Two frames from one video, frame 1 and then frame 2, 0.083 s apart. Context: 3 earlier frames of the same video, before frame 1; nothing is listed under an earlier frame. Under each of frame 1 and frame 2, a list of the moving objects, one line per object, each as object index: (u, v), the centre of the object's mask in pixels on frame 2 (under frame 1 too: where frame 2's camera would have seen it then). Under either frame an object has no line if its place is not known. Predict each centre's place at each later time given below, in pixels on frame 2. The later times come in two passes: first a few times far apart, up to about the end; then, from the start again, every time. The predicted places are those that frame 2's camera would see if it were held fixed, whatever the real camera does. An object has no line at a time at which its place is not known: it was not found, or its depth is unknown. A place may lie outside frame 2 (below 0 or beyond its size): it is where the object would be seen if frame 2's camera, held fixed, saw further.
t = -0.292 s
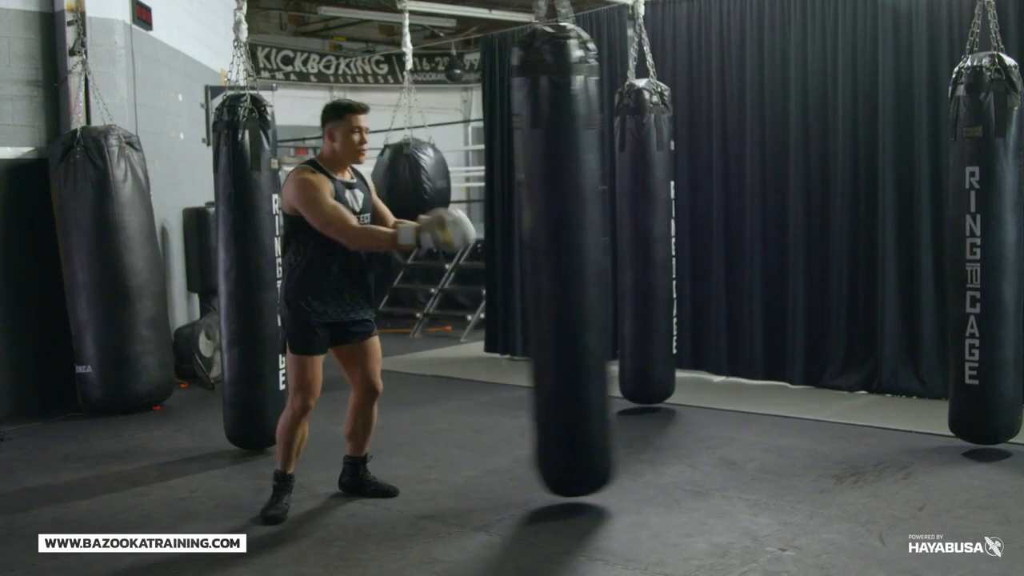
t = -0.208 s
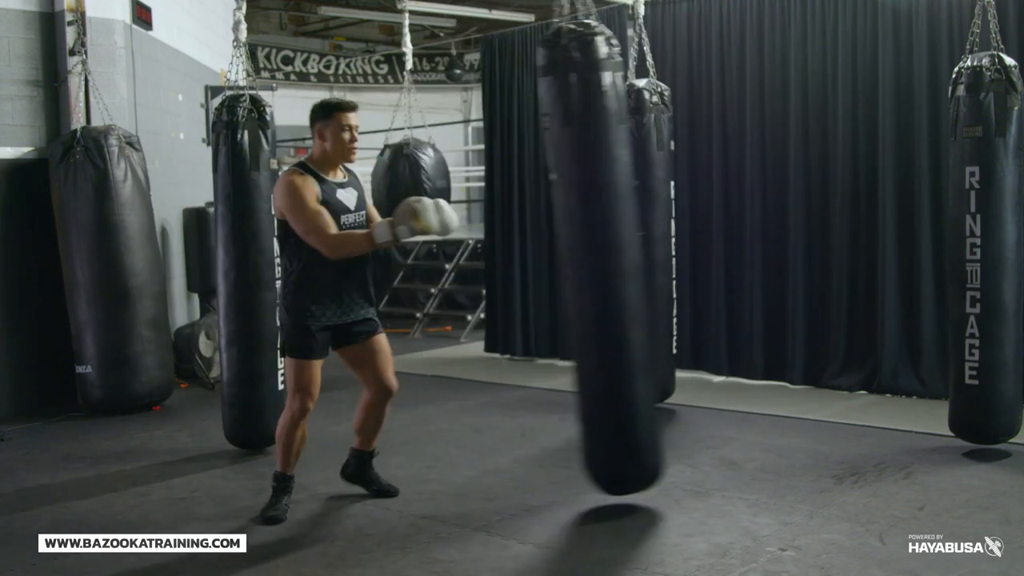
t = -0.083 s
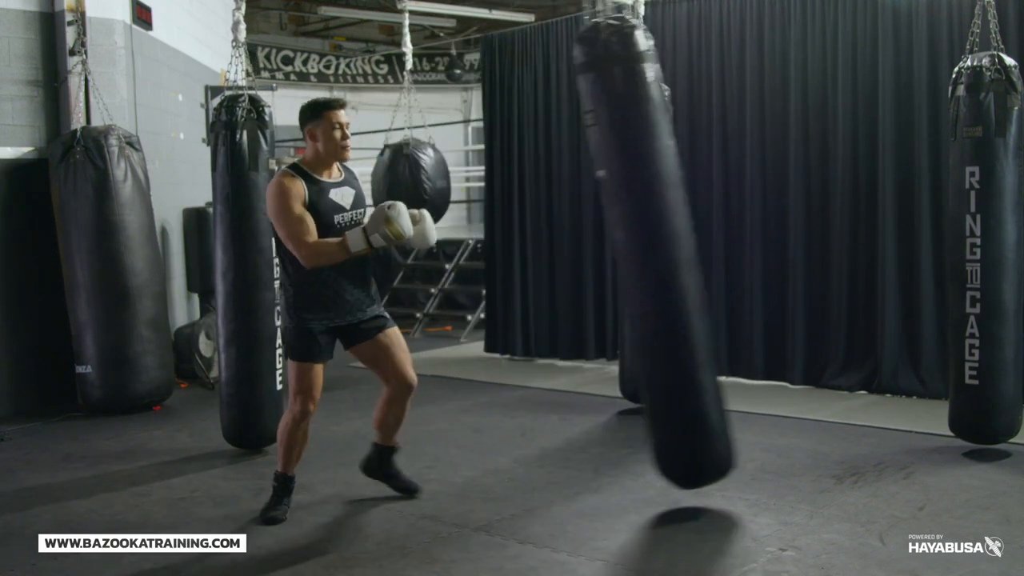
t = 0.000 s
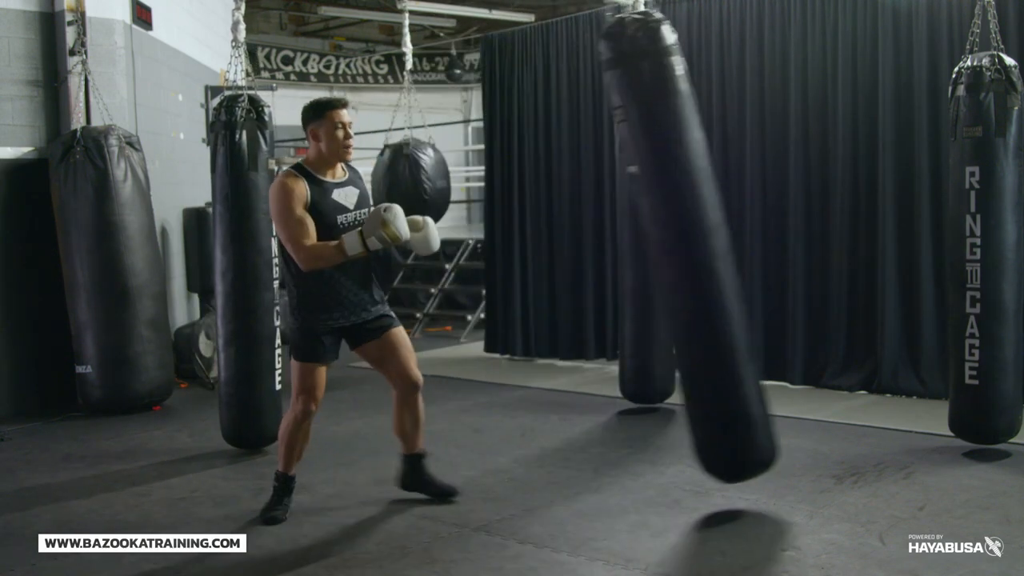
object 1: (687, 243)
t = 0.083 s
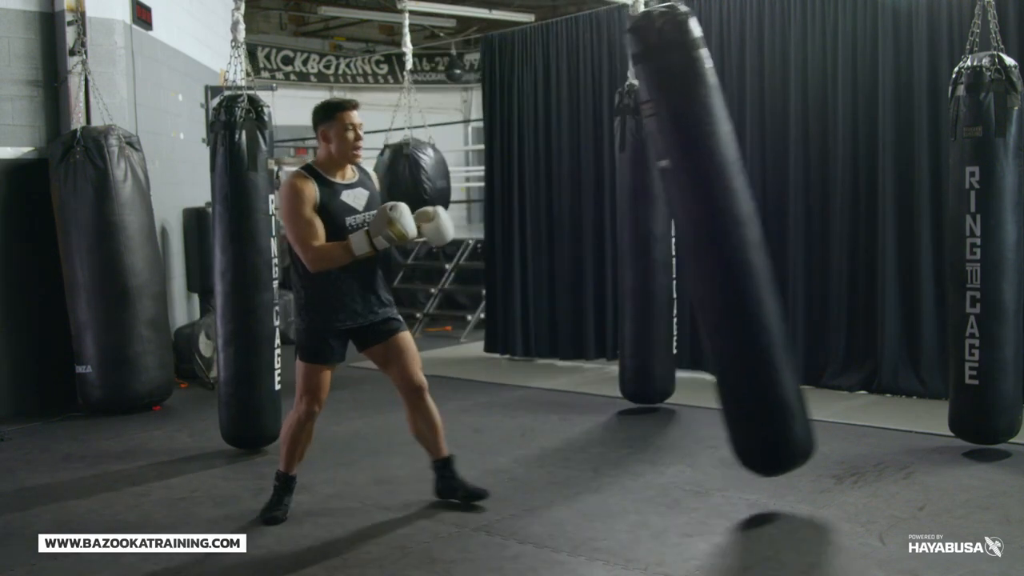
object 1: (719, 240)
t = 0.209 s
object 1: (760, 231)
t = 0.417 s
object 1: (809, 224)
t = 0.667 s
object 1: (823, 221)
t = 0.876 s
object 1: (798, 226)
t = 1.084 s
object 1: (743, 239)
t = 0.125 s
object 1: (733, 237)
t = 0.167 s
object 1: (747, 232)
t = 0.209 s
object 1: (760, 231)
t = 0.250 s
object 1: (773, 229)
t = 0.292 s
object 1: (784, 228)
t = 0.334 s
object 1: (793, 226)
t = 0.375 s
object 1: (802, 225)
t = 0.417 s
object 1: (809, 224)
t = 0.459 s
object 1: (815, 223)
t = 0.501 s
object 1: (819, 221)
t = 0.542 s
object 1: (822, 220)
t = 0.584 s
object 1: (824, 220)
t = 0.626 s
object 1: (824, 221)
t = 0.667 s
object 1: (823, 221)
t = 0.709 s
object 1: (820, 221)
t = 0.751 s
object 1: (817, 222)
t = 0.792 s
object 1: (812, 224)
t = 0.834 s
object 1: (806, 225)
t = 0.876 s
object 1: (798, 226)
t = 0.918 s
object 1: (789, 228)
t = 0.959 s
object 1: (779, 231)
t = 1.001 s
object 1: (768, 232)
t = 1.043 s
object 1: (756, 235)
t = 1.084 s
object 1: (743, 239)
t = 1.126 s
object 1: (729, 241)
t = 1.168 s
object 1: (714, 243)
